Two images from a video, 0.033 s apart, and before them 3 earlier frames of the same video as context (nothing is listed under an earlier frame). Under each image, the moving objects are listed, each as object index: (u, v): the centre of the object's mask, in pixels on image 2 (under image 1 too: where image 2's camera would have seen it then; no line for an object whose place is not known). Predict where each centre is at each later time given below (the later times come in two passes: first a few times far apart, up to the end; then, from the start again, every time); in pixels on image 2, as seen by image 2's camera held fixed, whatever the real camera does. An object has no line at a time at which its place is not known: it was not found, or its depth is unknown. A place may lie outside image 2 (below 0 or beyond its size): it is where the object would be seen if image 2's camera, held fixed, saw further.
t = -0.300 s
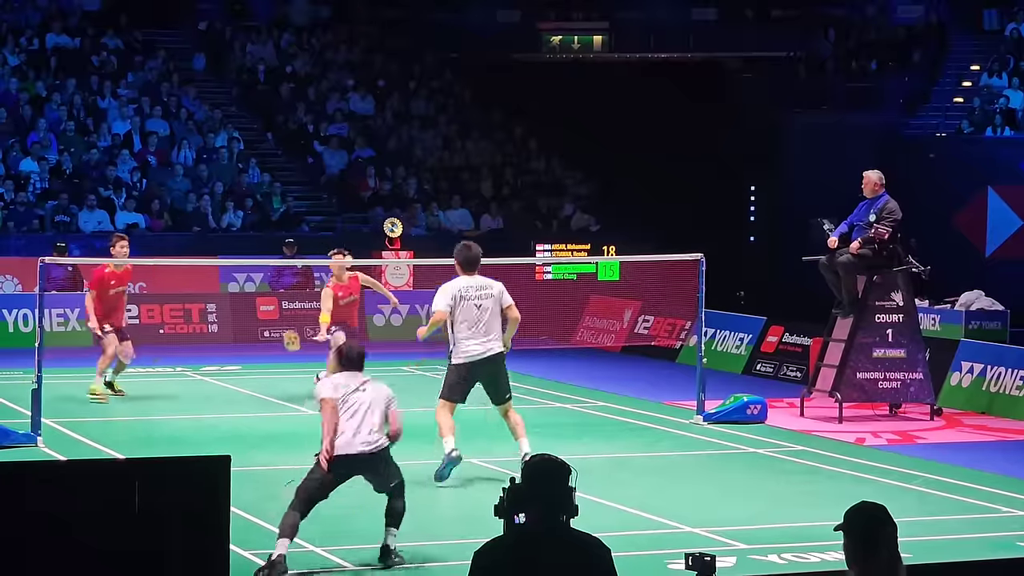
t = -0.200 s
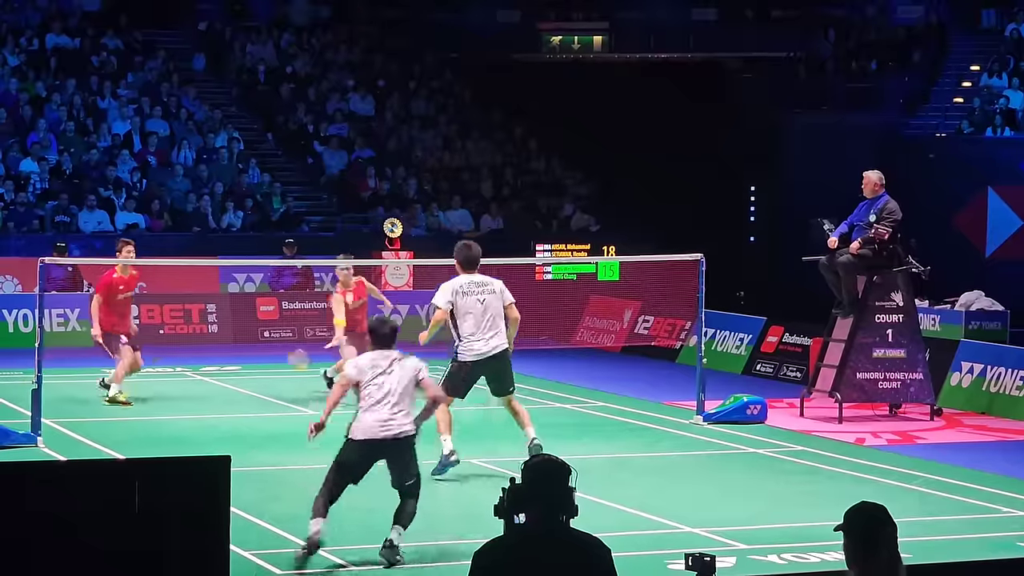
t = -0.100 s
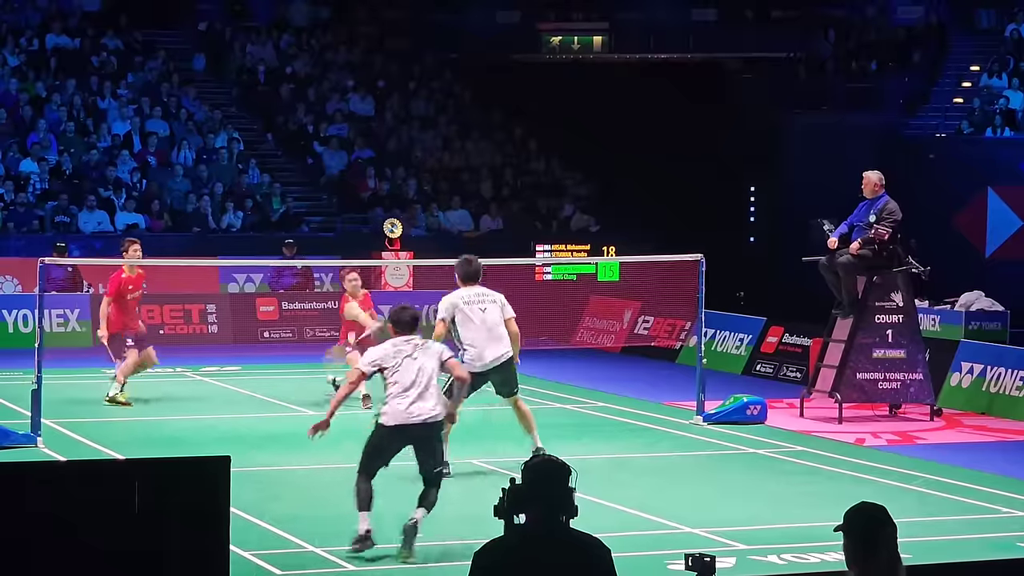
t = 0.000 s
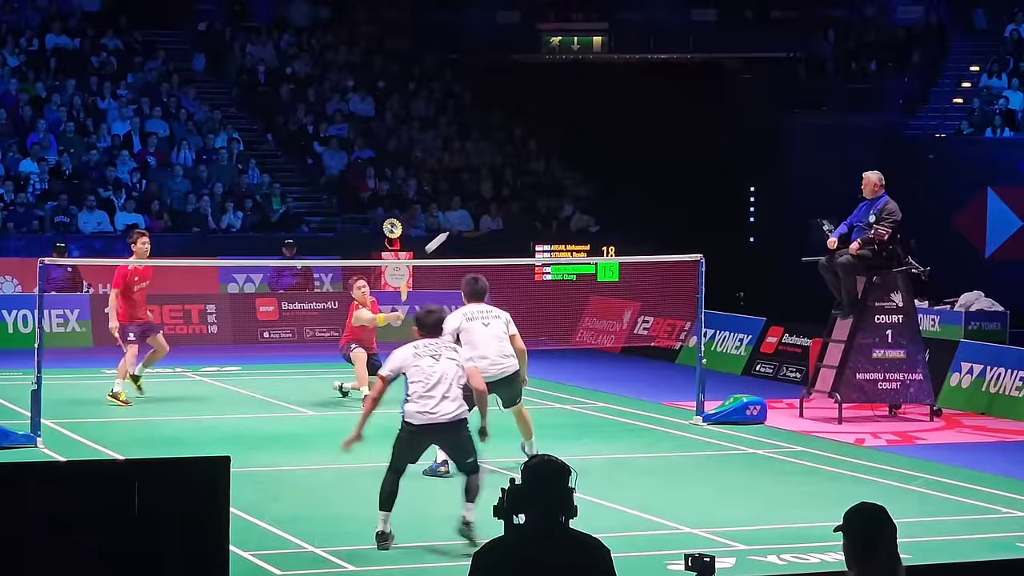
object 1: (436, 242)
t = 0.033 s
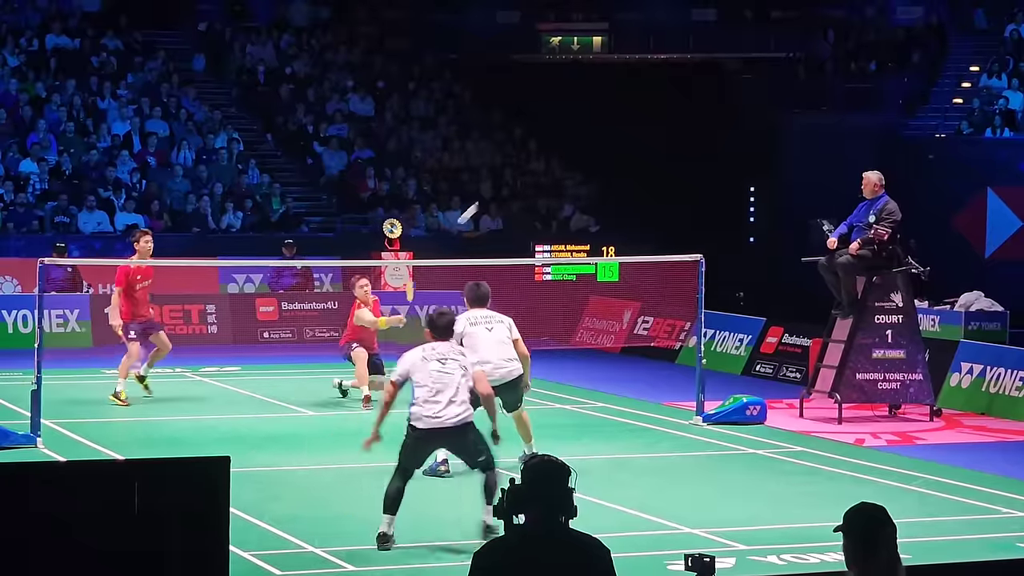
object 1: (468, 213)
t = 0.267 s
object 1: (627, 76)
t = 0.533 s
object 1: (755, 29)
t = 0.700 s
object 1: (819, 44)
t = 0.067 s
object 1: (495, 186)
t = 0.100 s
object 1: (520, 161)
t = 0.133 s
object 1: (543, 140)
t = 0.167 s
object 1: (566, 121)
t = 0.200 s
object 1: (587, 104)
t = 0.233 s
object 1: (607, 89)
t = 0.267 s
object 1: (627, 76)
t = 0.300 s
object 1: (645, 65)
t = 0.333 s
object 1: (663, 56)
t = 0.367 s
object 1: (680, 47)
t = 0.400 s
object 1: (696, 41)
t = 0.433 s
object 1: (712, 36)
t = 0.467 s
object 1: (727, 32)
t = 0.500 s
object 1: (741, 30)
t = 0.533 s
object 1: (755, 29)
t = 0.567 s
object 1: (768, 29)
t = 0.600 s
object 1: (781, 31)
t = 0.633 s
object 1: (794, 34)
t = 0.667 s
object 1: (806, 39)
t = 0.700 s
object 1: (819, 44)
